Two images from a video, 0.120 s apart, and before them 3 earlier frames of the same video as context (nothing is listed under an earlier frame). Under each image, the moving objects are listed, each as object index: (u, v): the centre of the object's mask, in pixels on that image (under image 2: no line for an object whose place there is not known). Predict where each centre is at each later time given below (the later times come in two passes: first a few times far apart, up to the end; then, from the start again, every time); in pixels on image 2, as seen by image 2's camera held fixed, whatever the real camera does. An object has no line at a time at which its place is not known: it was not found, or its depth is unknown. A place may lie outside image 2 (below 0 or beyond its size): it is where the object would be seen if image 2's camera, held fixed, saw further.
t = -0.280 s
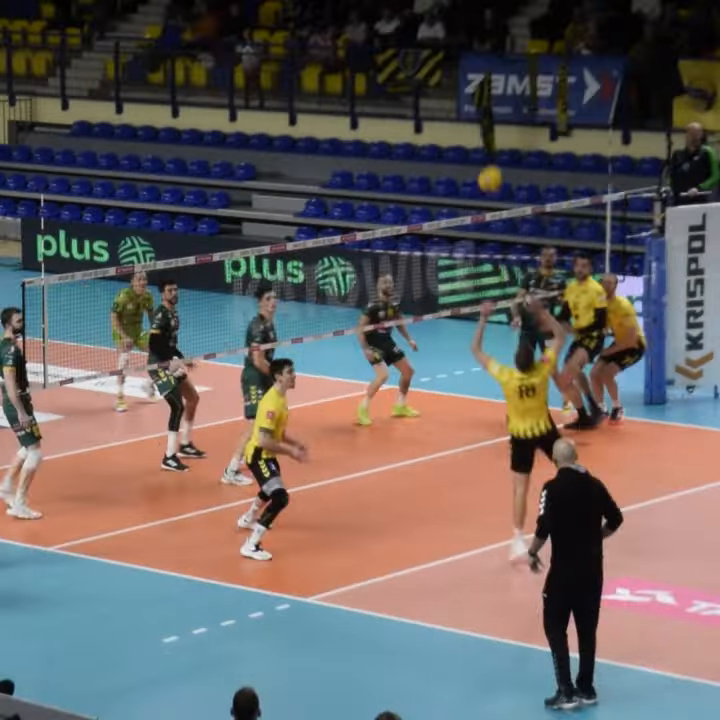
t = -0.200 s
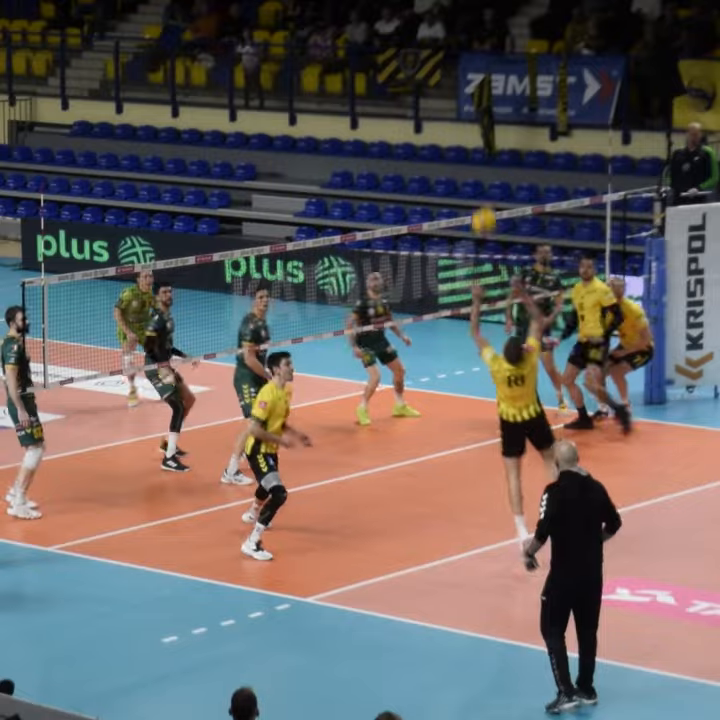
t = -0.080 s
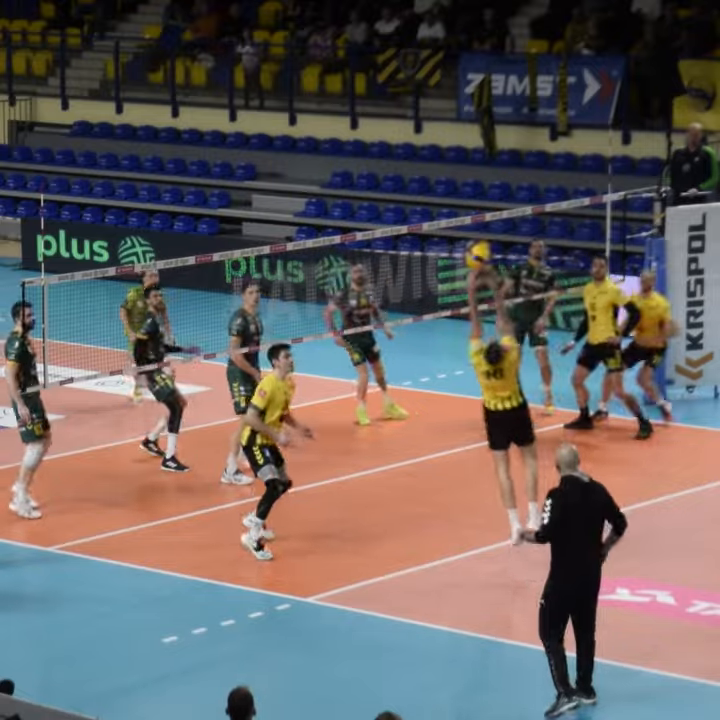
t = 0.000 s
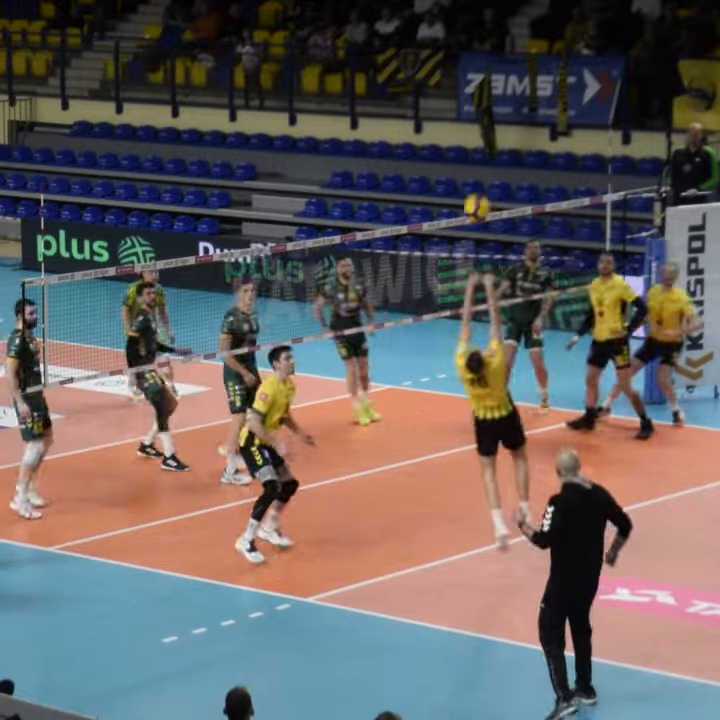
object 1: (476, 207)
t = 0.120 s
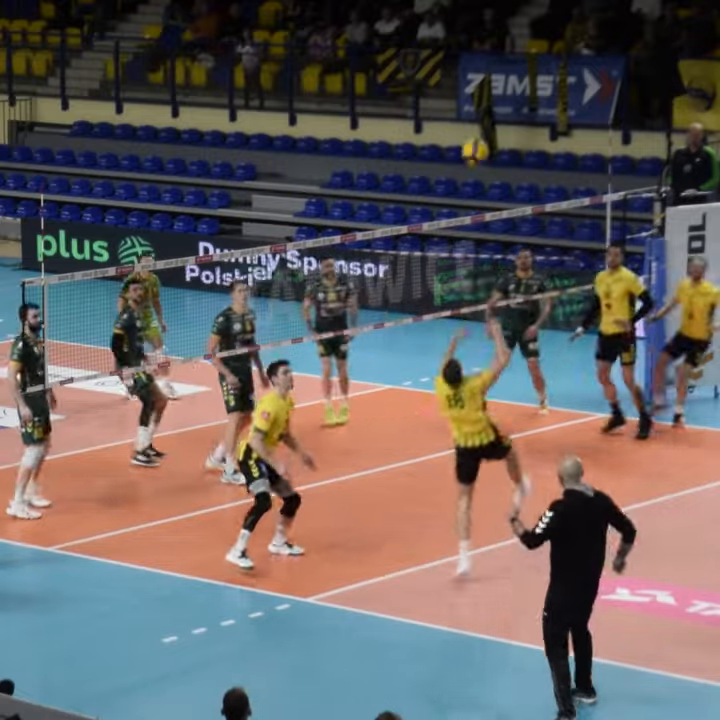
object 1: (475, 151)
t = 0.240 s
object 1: (473, 111)
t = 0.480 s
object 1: (467, 85)
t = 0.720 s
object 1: (463, 130)
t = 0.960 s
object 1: (453, 249)
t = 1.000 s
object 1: (452, 275)
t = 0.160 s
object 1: (474, 137)
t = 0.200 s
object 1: (474, 123)
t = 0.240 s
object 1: (473, 111)
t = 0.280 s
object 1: (472, 103)
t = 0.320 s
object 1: (471, 96)
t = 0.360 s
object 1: (472, 92)
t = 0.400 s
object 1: (468, 86)
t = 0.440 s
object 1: (469, 85)
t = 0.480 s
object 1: (467, 85)
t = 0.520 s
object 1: (466, 88)
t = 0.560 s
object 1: (465, 92)
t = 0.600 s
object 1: (465, 99)
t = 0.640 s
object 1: (463, 107)
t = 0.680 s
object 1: (463, 117)
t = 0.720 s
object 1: (463, 130)
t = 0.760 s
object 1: (460, 145)
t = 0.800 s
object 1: (460, 162)
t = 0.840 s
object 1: (458, 180)
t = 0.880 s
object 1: (456, 201)
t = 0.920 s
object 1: (455, 224)
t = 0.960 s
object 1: (453, 249)
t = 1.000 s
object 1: (452, 275)
